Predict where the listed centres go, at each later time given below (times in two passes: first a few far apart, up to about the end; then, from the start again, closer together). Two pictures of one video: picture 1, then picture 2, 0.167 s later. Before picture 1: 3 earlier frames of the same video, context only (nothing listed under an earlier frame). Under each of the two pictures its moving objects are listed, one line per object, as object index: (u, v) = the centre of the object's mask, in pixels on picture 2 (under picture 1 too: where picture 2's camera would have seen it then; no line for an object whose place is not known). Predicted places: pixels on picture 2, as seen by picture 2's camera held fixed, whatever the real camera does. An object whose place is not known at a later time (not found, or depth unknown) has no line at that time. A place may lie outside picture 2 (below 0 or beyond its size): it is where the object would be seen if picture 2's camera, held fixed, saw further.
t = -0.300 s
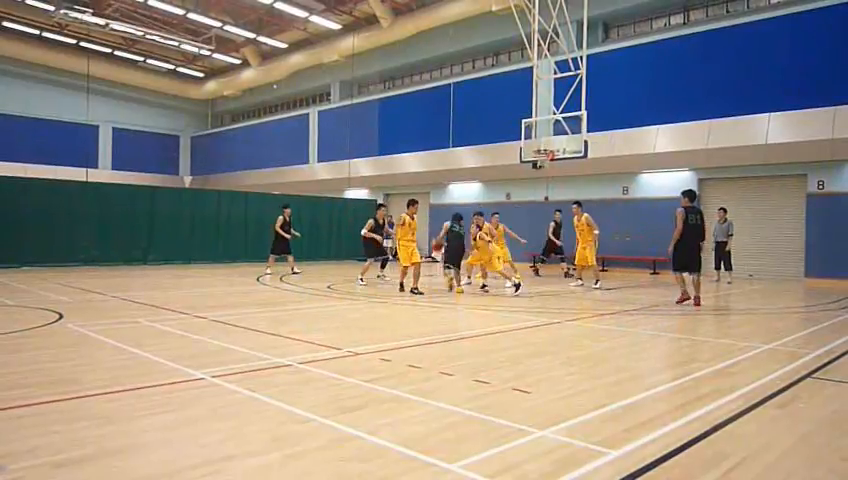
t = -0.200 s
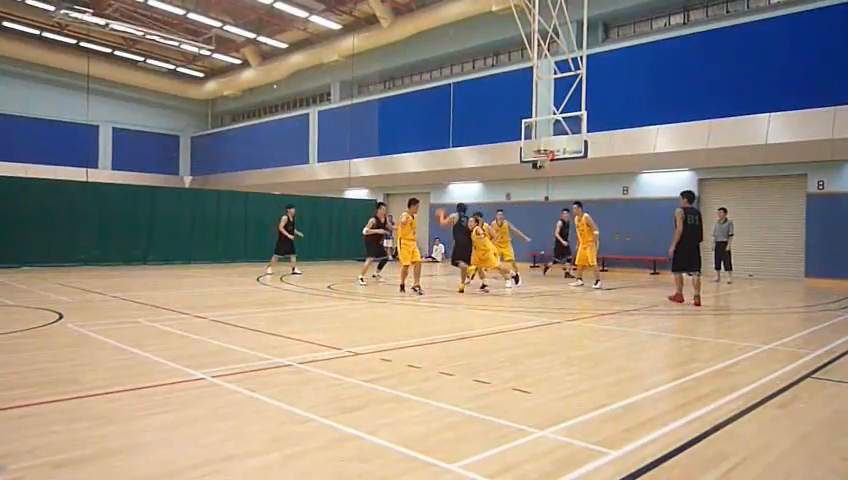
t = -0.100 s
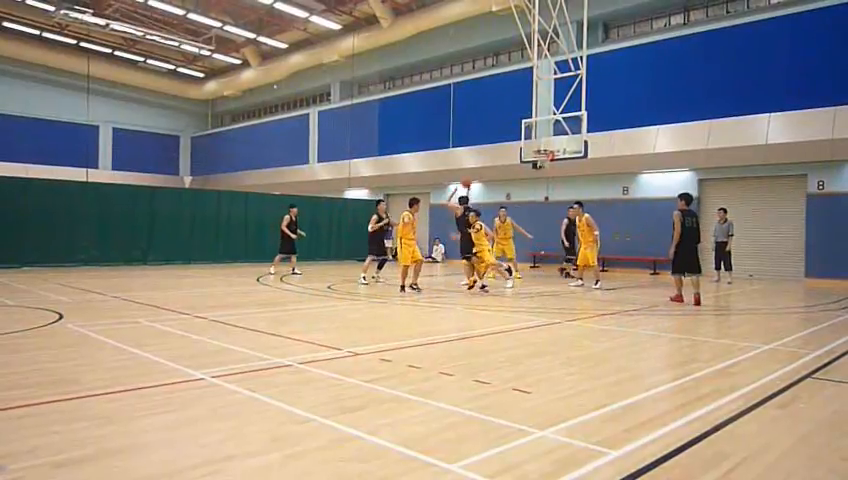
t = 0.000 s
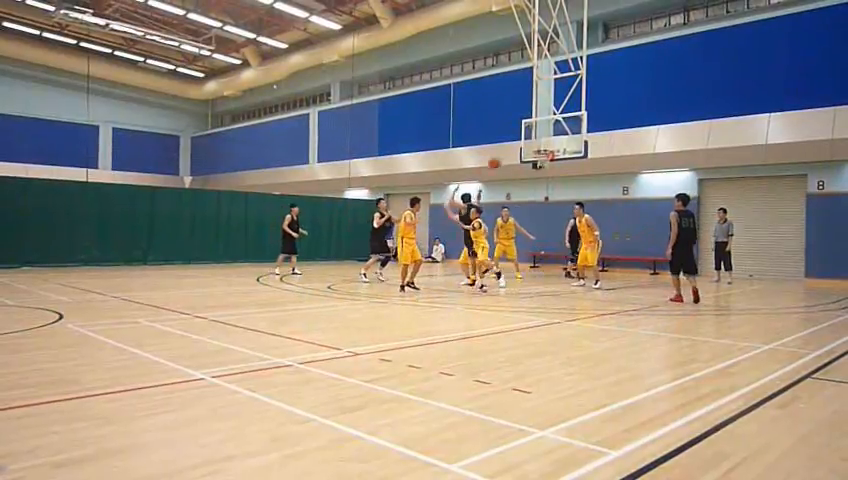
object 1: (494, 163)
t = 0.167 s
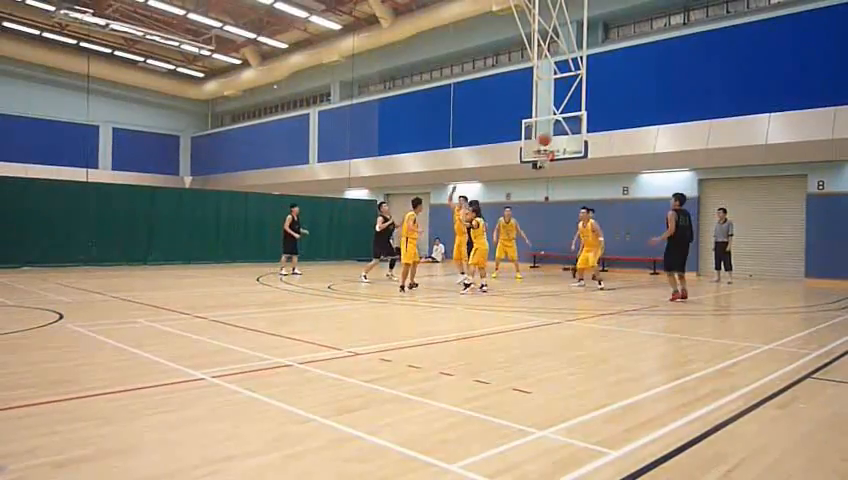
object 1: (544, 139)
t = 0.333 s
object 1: (599, 129)
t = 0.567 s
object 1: (683, 143)
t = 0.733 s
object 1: (750, 177)
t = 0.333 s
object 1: (599, 129)
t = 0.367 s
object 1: (609, 129)
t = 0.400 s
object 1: (621, 129)
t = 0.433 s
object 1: (633, 131)
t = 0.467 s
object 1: (645, 133)
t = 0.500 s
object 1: (658, 135)
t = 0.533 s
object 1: (670, 139)
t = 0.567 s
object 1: (683, 143)
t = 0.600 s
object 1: (696, 148)
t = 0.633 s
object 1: (708, 154)
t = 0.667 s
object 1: (721, 161)
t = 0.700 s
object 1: (735, 168)
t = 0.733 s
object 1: (750, 177)
